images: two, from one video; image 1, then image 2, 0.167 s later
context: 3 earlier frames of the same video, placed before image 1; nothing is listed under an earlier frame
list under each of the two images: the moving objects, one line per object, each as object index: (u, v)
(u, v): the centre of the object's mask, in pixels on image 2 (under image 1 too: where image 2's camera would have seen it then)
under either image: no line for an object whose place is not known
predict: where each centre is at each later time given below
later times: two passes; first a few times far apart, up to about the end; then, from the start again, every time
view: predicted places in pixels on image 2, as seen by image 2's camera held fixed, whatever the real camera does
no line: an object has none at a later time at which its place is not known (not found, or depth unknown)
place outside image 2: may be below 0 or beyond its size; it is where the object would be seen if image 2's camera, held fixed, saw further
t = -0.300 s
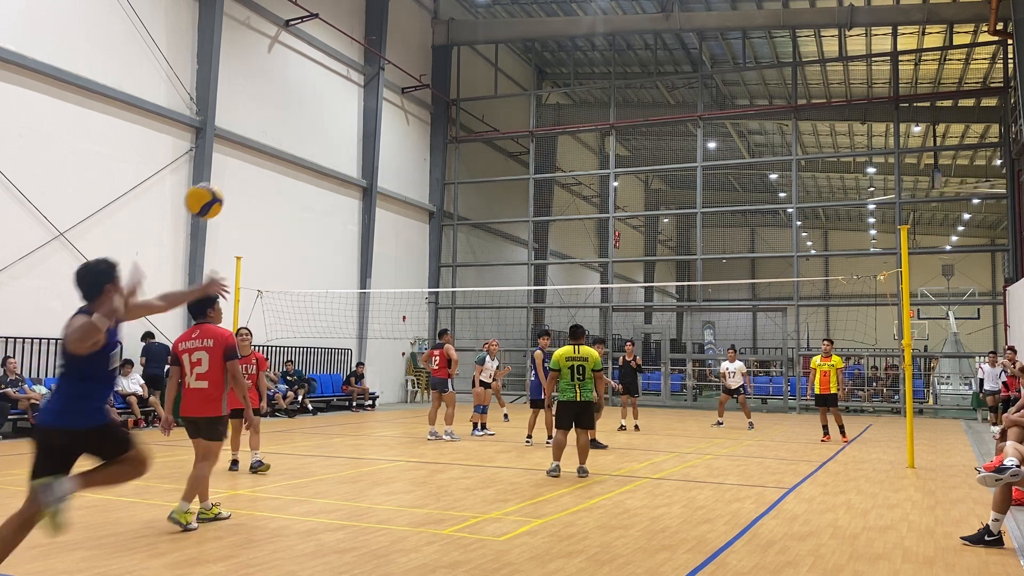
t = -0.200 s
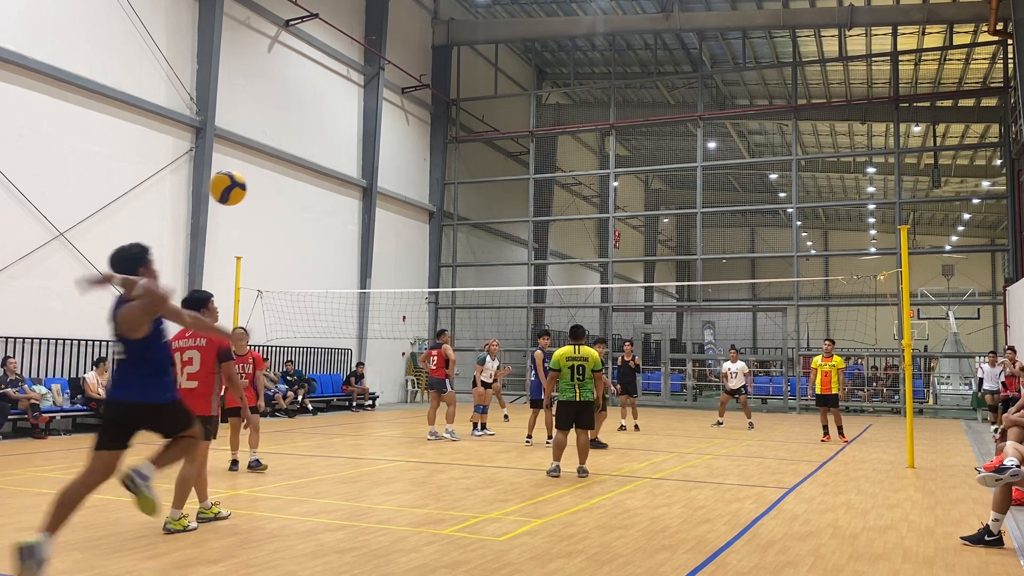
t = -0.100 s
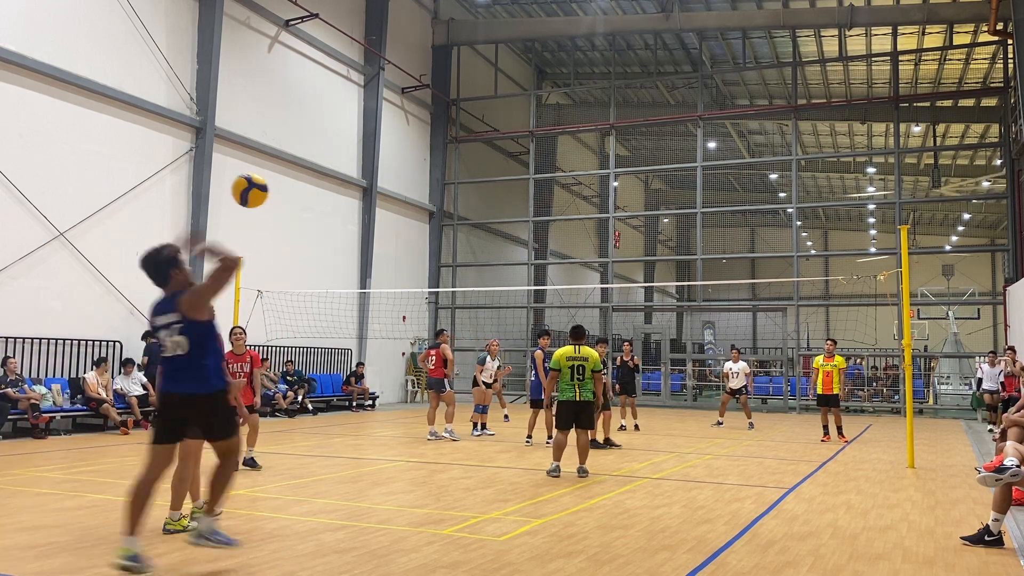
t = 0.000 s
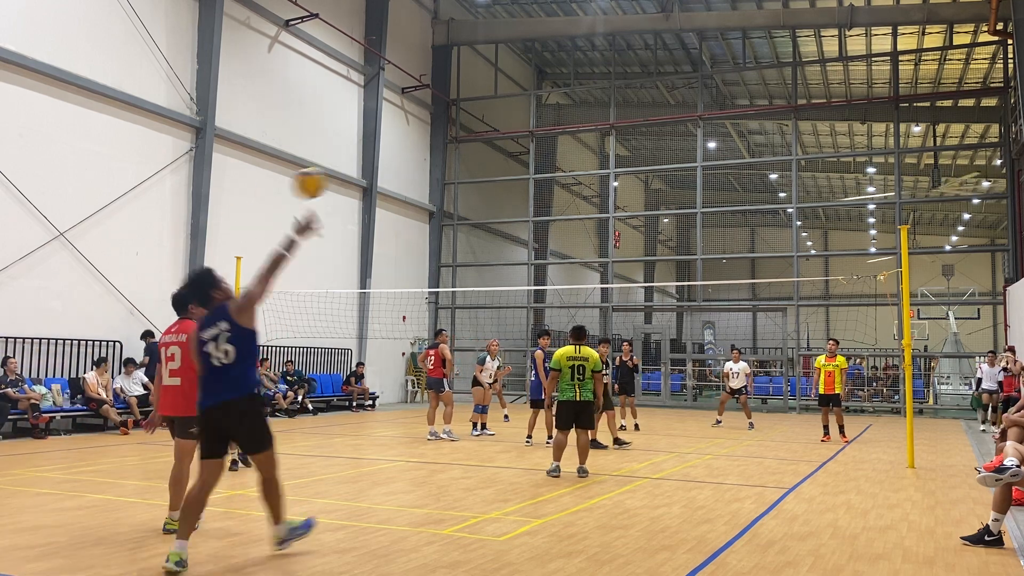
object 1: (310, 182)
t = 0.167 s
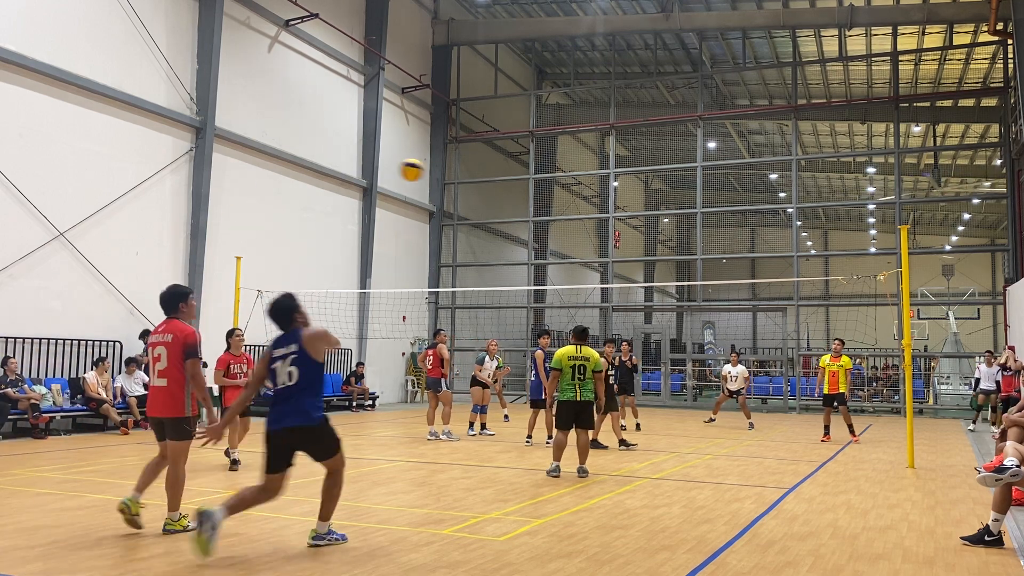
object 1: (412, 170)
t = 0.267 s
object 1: (448, 178)
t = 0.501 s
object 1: (501, 218)
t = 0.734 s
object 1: (530, 275)
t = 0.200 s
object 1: (426, 172)
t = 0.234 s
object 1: (438, 174)
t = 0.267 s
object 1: (448, 178)
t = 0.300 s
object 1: (458, 182)
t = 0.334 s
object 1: (467, 187)
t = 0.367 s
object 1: (475, 193)
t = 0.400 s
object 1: (482, 198)
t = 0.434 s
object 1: (489, 205)
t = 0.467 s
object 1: (495, 212)
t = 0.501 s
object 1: (501, 218)
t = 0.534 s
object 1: (506, 226)
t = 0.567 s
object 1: (511, 234)
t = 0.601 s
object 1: (516, 242)
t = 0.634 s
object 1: (519, 249)
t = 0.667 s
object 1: (523, 258)
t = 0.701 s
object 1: (527, 266)
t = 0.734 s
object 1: (530, 275)
